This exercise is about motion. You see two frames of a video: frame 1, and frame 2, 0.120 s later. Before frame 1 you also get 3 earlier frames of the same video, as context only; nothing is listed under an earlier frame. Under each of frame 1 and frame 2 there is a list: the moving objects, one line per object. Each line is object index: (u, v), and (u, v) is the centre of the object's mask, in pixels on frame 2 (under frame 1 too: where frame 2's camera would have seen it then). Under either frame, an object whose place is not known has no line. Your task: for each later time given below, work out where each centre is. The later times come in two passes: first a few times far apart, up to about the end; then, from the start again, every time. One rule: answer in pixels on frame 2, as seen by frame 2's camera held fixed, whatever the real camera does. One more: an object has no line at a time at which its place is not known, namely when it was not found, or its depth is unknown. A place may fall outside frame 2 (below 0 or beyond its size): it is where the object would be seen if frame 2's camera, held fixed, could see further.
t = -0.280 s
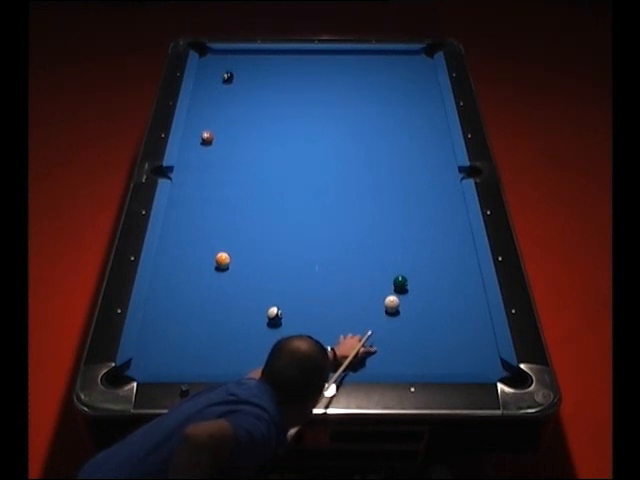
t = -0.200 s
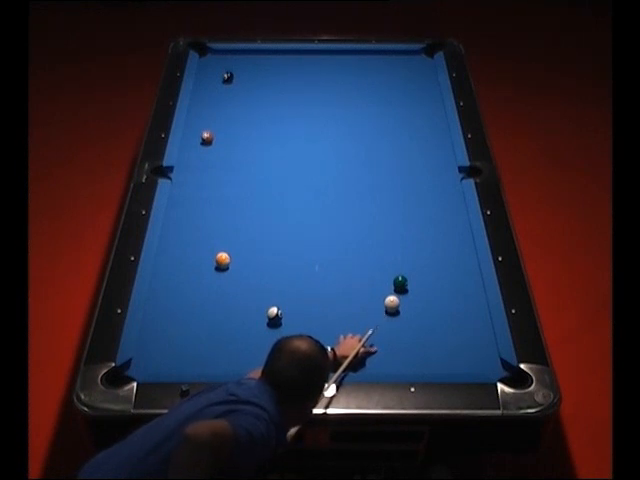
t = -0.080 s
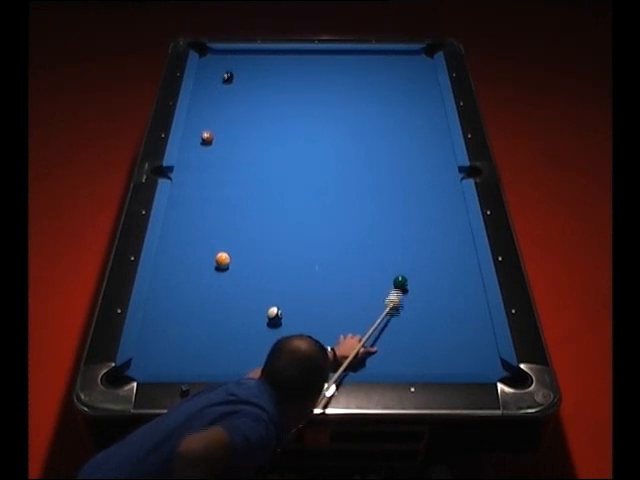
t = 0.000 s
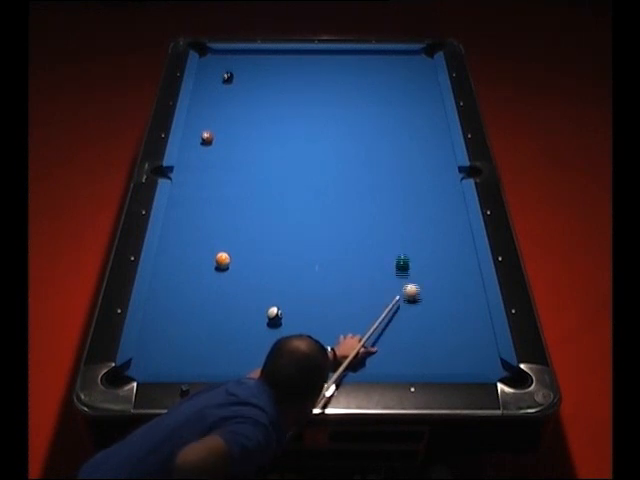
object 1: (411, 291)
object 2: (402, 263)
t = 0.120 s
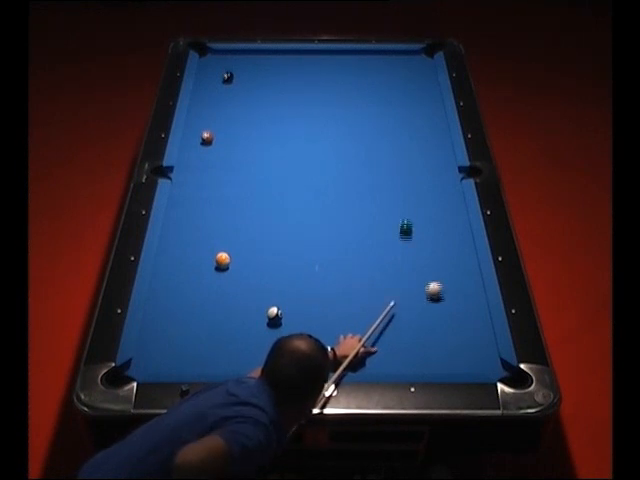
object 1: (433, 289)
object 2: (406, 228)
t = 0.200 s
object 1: (448, 288)
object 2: (407, 208)
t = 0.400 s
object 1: (472, 285)
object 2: (411, 170)
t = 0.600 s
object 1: (454, 287)
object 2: (414, 137)
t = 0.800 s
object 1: (438, 289)
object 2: (418, 109)
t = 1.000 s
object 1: (423, 291)
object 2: (420, 83)
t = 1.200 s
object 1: (408, 293)
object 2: (422, 58)
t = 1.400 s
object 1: (394, 295)
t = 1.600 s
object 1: (381, 297)
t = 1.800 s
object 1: (369, 298)
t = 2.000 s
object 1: (358, 299)
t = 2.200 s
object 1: (347, 301)
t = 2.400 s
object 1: (337, 302)
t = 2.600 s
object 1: (328, 303)
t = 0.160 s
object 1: (441, 289)
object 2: (407, 218)
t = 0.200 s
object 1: (448, 288)
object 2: (407, 208)
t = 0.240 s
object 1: (456, 287)
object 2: (408, 199)
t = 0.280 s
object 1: (462, 287)
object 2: (409, 192)
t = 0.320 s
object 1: (469, 285)
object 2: (410, 184)
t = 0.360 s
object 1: (475, 285)
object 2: (410, 177)
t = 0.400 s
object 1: (472, 285)
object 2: (411, 170)
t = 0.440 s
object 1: (468, 286)
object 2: (412, 163)
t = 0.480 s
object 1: (464, 286)
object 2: (412, 156)
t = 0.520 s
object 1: (461, 286)
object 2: (413, 150)
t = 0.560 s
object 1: (457, 287)
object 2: (414, 144)
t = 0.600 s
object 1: (454, 287)
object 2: (414, 137)
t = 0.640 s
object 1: (451, 287)
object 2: (415, 131)
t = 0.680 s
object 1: (448, 288)
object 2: (416, 126)
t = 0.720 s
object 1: (444, 289)
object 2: (416, 120)
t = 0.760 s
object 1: (441, 289)
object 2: (417, 114)
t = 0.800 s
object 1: (438, 289)
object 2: (418, 109)
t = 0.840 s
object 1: (435, 290)
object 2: (418, 103)
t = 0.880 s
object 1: (432, 290)
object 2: (418, 98)
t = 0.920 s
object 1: (429, 291)
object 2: (419, 93)
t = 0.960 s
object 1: (425, 291)
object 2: (419, 88)
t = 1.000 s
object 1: (423, 291)
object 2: (420, 83)
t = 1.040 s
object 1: (420, 292)
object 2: (420, 78)
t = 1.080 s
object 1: (417, 292)
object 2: (421, 73)
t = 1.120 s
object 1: (414, 292)
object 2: (421, 69)
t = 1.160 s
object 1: (411, 293)
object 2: (422, 62)
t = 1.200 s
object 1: (408, 293)
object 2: (422, 58)
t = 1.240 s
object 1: (405, 293)
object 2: (423, 53)
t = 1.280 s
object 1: (402, 294)
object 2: (426, 51)
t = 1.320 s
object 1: (400, 294)
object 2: (432, 49)
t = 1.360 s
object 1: (397, 294)
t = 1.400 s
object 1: (394, 295)
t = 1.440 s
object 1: (392, 295)
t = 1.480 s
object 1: (389, 296)
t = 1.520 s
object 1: (387, 296)
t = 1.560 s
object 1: (384, 296)
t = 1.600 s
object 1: (381, 297)
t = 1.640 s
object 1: (379, 297)
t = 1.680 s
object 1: (376, 297)
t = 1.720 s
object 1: (374, 297)
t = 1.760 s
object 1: (371, 297)
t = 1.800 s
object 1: (369, 298)
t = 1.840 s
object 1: (367, 298)
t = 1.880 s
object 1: (364, 298)
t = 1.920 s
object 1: (362, 299)
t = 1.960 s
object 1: (360, 299)
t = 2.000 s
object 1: (358, 299)
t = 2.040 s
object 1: (355, 299)
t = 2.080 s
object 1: (353, 299)
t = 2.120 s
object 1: (351, 300)
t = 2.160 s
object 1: (349, 301)
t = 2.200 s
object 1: (347, 301)
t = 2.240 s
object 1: (345, 301)
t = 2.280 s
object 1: (343, 301)
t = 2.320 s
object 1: (341, 301)
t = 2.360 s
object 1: (339, 302)
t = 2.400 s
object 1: (337, 302)
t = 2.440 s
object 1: (335, 302)
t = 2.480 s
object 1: (333, 302)
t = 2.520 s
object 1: (331, 303)
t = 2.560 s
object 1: (330, 303)
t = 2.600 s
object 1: (328, 303)
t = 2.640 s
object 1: (326, 303)
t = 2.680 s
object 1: (325, 303)
